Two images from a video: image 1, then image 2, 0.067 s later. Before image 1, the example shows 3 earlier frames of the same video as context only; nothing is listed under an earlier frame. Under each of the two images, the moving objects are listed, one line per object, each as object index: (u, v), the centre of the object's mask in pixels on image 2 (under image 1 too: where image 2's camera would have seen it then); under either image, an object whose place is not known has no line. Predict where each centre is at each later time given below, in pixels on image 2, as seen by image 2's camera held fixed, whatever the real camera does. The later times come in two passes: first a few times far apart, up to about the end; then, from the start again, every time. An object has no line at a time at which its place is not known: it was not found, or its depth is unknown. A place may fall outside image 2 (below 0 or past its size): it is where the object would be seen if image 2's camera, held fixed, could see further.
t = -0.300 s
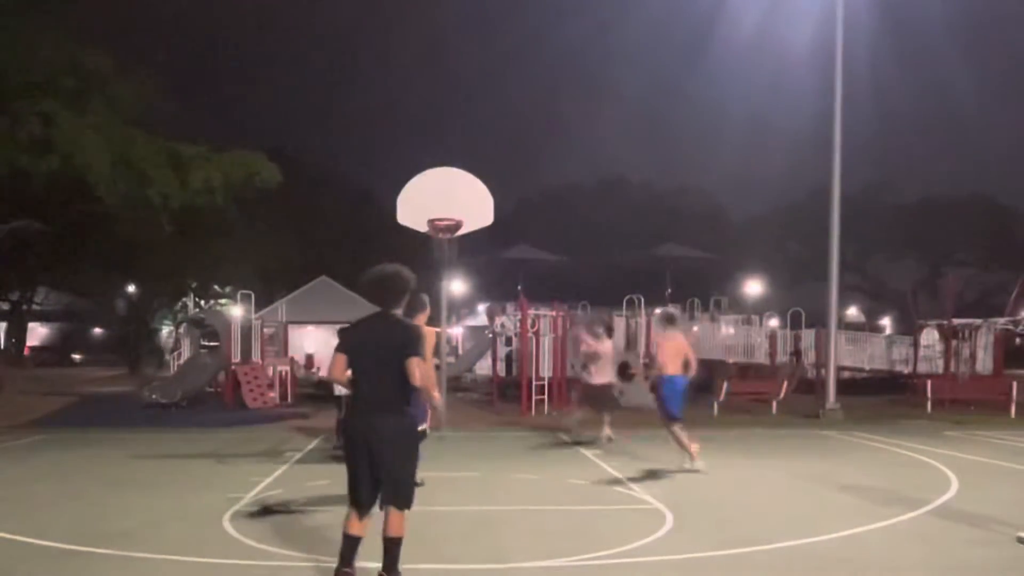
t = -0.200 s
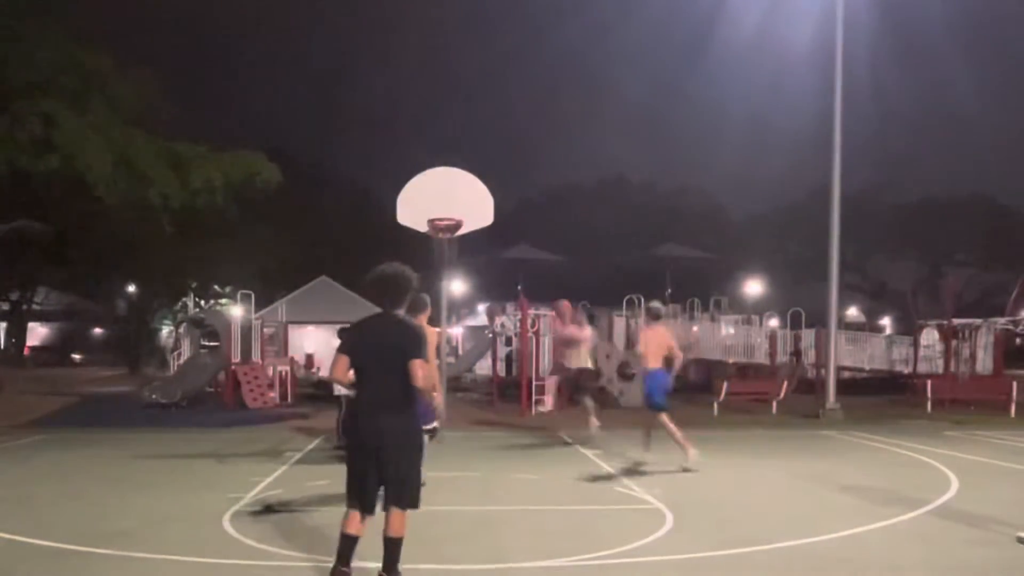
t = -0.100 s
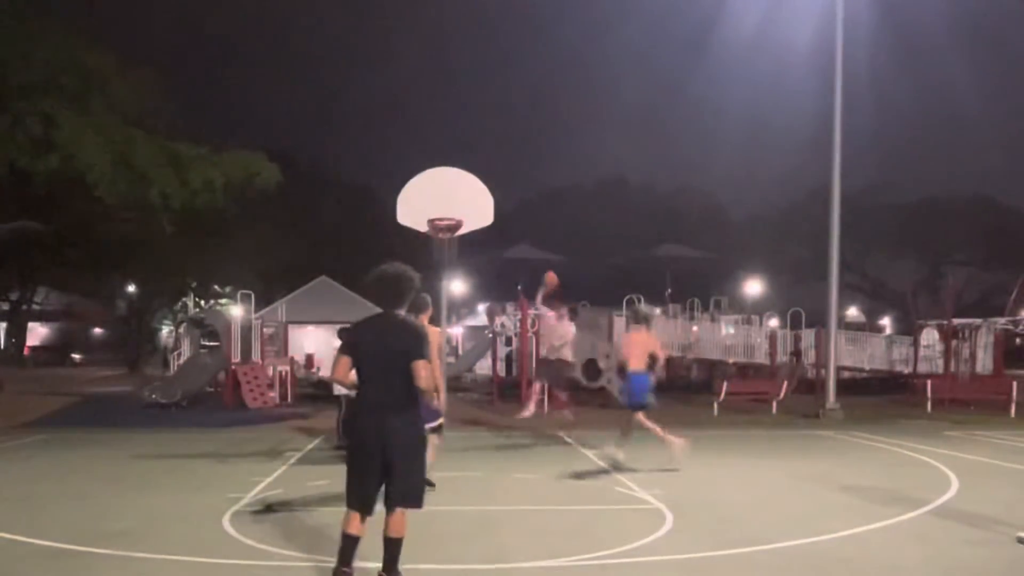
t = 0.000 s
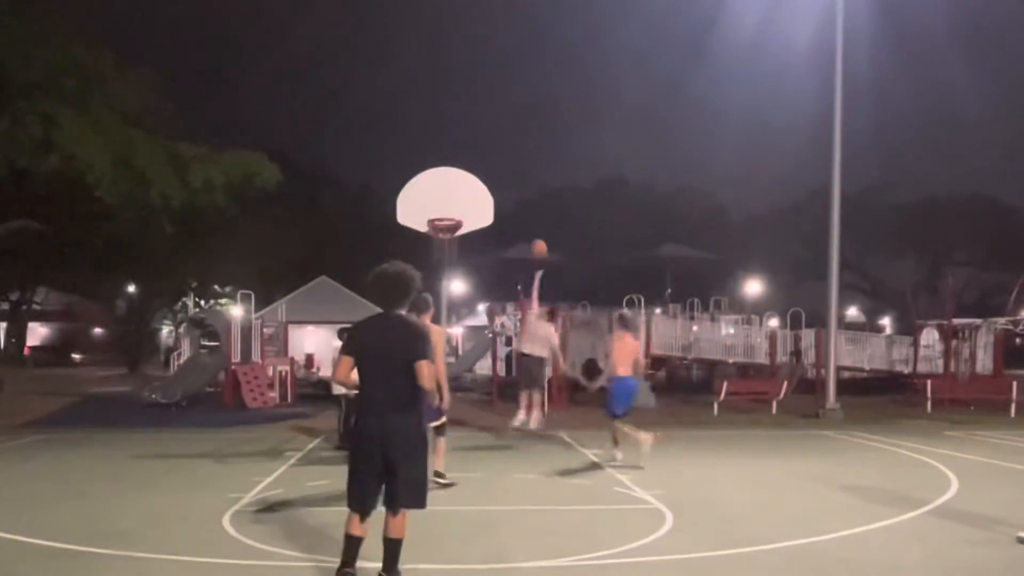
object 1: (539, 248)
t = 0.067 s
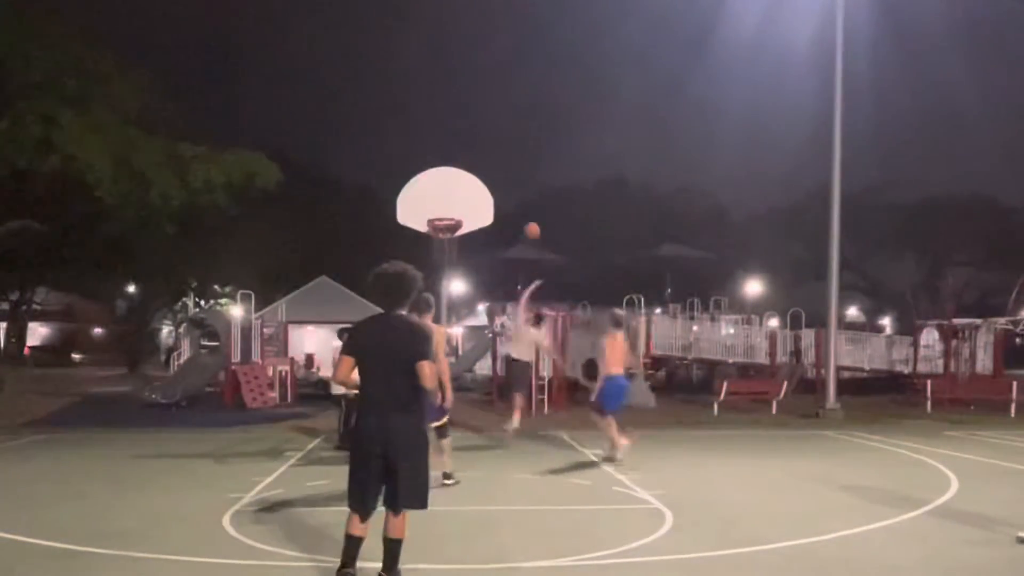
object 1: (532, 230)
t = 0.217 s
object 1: (515, 202)
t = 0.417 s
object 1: (492, 189)
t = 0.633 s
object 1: (466, 207)
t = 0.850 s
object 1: (462, 190)
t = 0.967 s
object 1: (462, 189)
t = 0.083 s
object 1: (530, 227)
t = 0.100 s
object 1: (528, 223)
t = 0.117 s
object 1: (526, 219)
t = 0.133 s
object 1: (524, 216)
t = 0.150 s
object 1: (522, 213)
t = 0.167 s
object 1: (520, 210)
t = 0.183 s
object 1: (519, 207)
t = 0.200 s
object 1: (516, 204)
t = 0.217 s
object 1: (515, 202)
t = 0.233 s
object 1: (513, 200)
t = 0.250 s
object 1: (511, 198)
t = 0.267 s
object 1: (509, 196)
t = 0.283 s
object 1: (507, 195)
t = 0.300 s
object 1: (505, 193)
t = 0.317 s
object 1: (503, 192)
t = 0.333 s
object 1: (502, 191)
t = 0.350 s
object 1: (500, 190)
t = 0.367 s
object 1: (498, 190)
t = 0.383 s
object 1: (496, 189)
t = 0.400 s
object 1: (494, 189)
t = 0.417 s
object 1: (492, 189)
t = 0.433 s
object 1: (490, 189)
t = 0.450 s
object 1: (488, 189)
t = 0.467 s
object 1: (486, 190)
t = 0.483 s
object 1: (484, 191)
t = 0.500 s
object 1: (482, 192)
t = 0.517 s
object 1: (480, 193)
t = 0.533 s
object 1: (478, 195)
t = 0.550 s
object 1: (476, 197)
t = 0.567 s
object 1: (473, 198)
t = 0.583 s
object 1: (472, 200)
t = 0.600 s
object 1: (469, 202)
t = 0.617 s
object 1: (468, 204)
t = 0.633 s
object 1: (466, 207)
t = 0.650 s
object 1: (463, 210)
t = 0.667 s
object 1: (462, 211)
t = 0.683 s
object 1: (462, 209)
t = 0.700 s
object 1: (462, 206)
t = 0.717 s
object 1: (462, 204)
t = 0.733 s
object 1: (462, 201)
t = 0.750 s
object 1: (462, 199)
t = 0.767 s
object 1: (462, 197)
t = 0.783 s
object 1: (462, 195)
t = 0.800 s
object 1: (462, 194)
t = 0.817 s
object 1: (462, 192)
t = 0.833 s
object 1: (462, 191)
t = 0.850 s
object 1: (462, 190)
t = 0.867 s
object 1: (462, 189)
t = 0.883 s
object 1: (462, 189)
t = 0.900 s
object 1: (462, 188)
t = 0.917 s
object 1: (462, 188)
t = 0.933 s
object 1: (462, 188)
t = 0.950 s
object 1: (462, 189)
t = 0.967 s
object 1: (462, 189)
